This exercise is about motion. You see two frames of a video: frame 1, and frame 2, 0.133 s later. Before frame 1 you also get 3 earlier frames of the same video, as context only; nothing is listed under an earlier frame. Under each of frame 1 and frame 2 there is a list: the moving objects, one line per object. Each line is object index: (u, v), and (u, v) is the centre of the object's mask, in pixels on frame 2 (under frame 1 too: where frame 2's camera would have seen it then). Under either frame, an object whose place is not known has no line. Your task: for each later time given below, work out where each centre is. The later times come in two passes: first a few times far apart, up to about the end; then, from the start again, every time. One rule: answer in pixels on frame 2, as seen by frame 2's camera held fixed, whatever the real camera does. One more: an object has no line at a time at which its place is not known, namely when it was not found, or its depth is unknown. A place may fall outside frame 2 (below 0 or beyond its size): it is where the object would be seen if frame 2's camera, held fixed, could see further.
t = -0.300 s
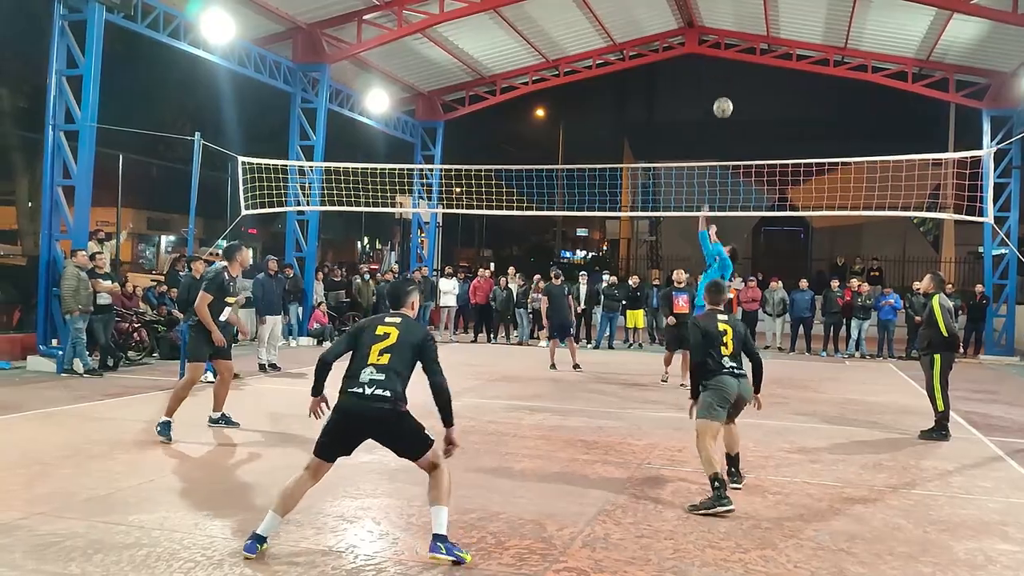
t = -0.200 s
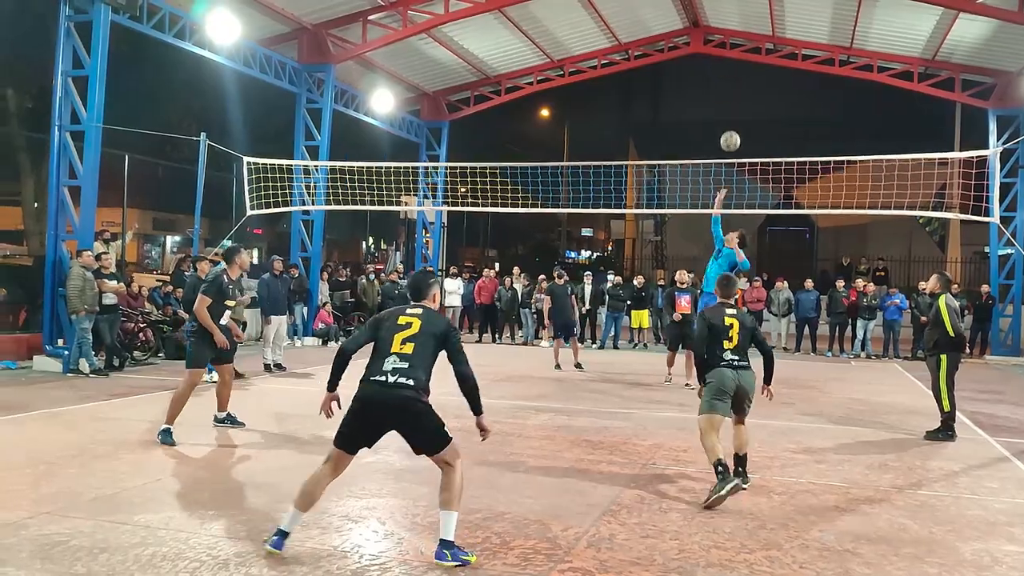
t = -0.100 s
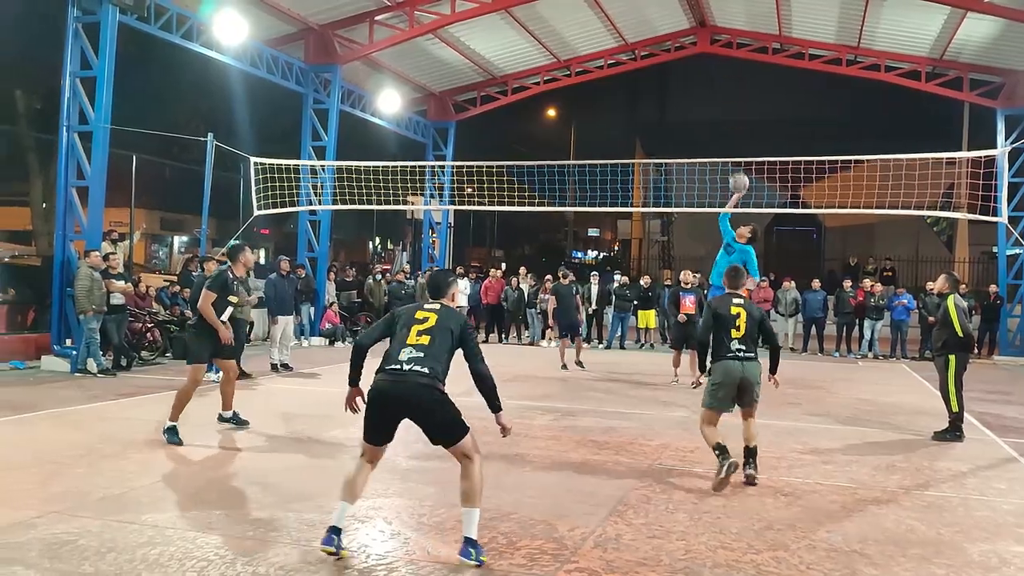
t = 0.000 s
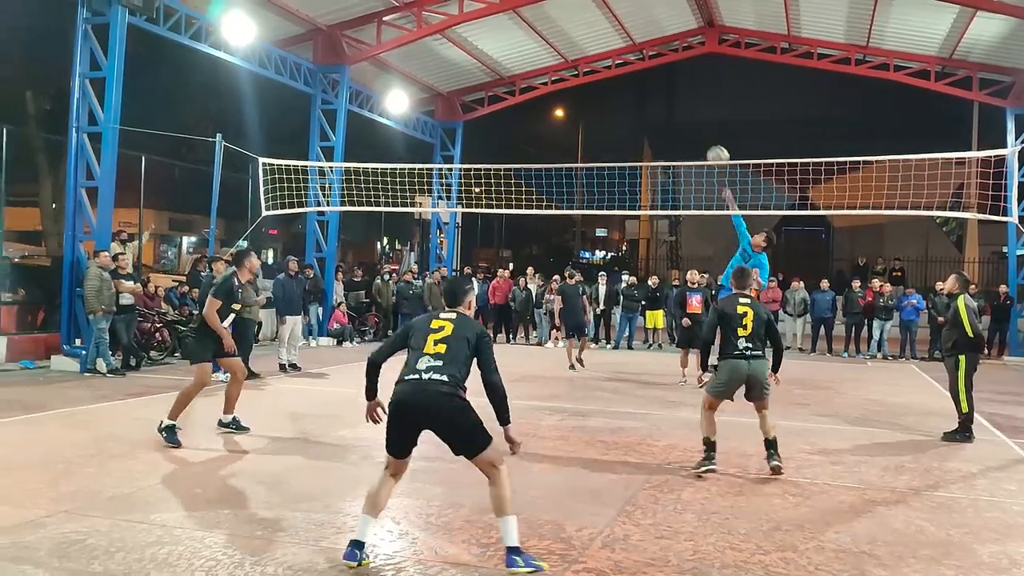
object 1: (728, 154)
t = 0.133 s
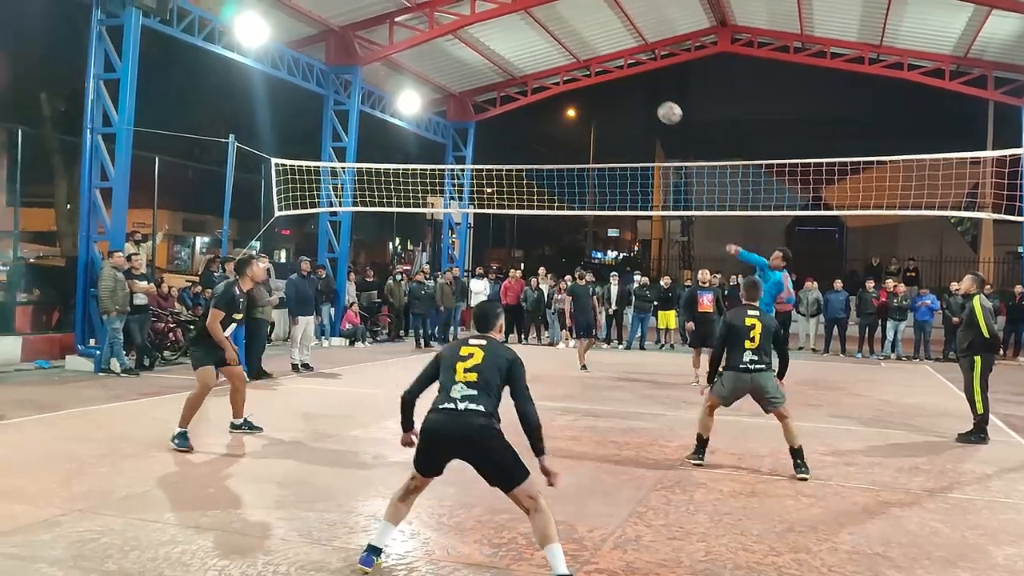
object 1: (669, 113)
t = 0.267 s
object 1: (601, 81)
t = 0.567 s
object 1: (397, 61)
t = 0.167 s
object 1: (653, 104)
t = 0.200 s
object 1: (637, 95)
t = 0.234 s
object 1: (620, 88)
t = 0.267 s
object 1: (601, 81)
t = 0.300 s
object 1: (582, 74)
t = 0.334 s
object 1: (564, 69)
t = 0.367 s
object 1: (543, 65)
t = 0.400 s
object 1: (520, 63)
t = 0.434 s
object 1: (498, 60)
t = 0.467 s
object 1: (474, 58)
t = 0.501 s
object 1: (449, 60)
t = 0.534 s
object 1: (424, 60)
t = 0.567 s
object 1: (397, 61)
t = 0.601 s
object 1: (369, 66)
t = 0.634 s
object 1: (339, 74)
